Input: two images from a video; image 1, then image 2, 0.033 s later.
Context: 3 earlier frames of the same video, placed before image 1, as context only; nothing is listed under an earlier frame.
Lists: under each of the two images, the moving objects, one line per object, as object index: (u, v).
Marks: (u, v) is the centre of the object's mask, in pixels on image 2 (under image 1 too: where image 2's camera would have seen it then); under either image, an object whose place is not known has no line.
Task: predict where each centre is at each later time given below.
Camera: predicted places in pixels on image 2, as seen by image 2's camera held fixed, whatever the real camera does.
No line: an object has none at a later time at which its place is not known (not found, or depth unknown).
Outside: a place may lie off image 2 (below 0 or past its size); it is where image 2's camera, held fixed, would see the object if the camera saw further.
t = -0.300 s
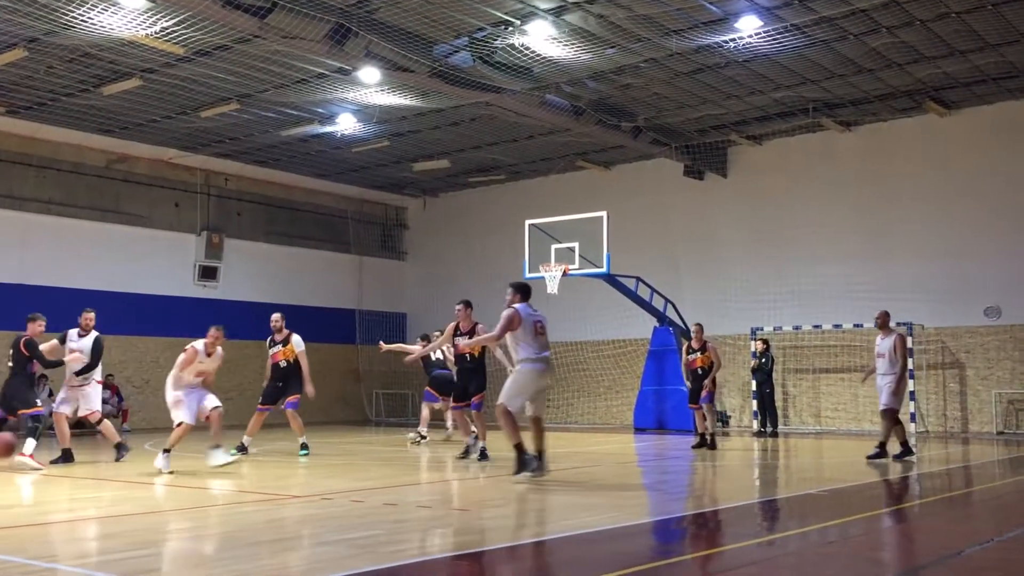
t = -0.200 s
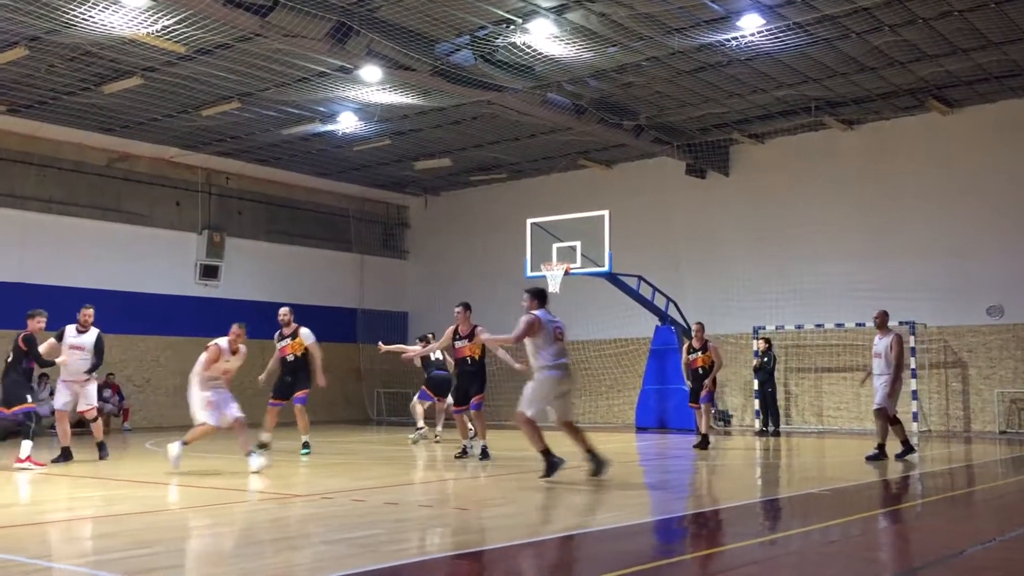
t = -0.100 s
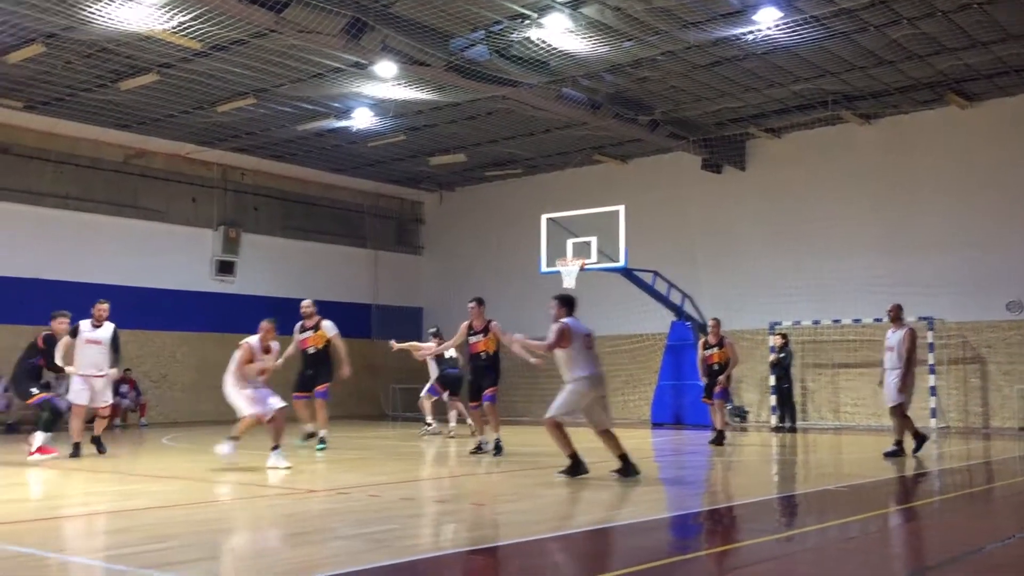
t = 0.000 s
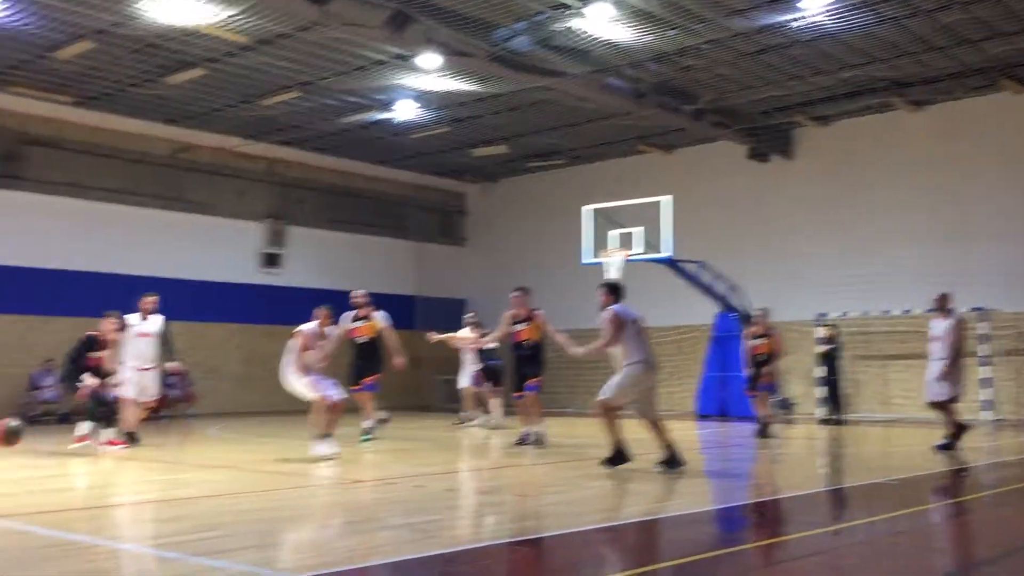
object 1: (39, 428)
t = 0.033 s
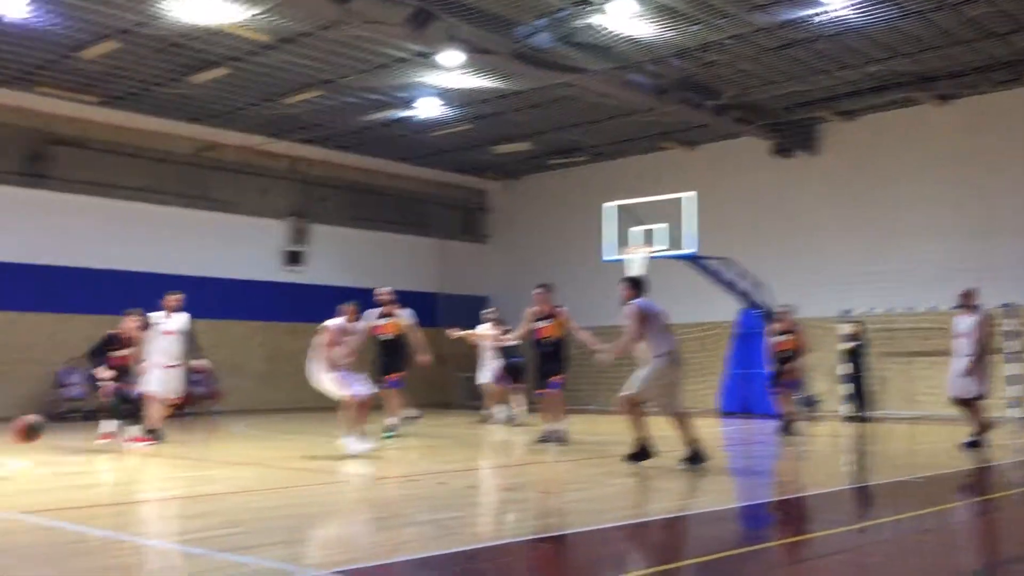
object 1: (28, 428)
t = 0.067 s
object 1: (19, 429)
